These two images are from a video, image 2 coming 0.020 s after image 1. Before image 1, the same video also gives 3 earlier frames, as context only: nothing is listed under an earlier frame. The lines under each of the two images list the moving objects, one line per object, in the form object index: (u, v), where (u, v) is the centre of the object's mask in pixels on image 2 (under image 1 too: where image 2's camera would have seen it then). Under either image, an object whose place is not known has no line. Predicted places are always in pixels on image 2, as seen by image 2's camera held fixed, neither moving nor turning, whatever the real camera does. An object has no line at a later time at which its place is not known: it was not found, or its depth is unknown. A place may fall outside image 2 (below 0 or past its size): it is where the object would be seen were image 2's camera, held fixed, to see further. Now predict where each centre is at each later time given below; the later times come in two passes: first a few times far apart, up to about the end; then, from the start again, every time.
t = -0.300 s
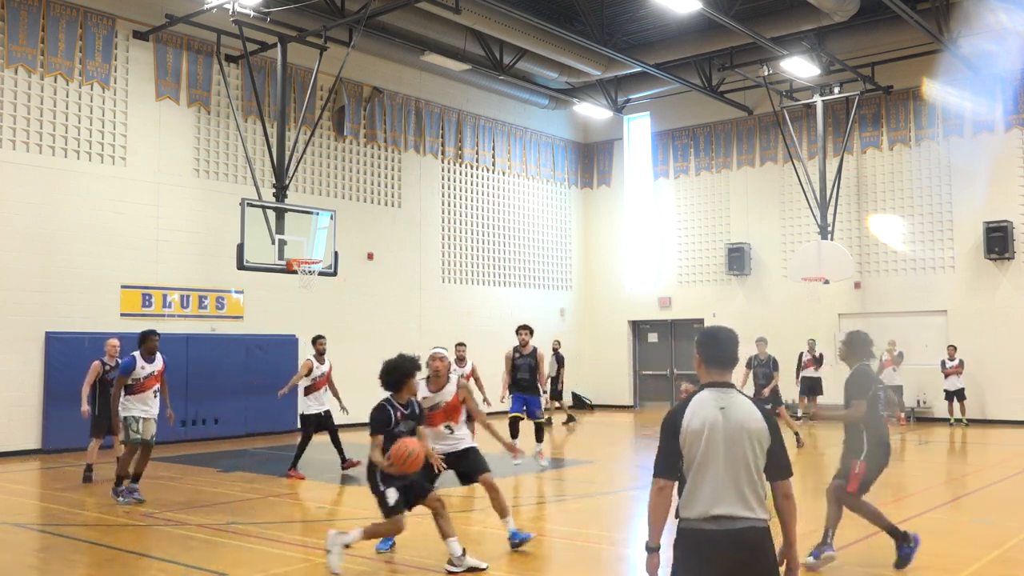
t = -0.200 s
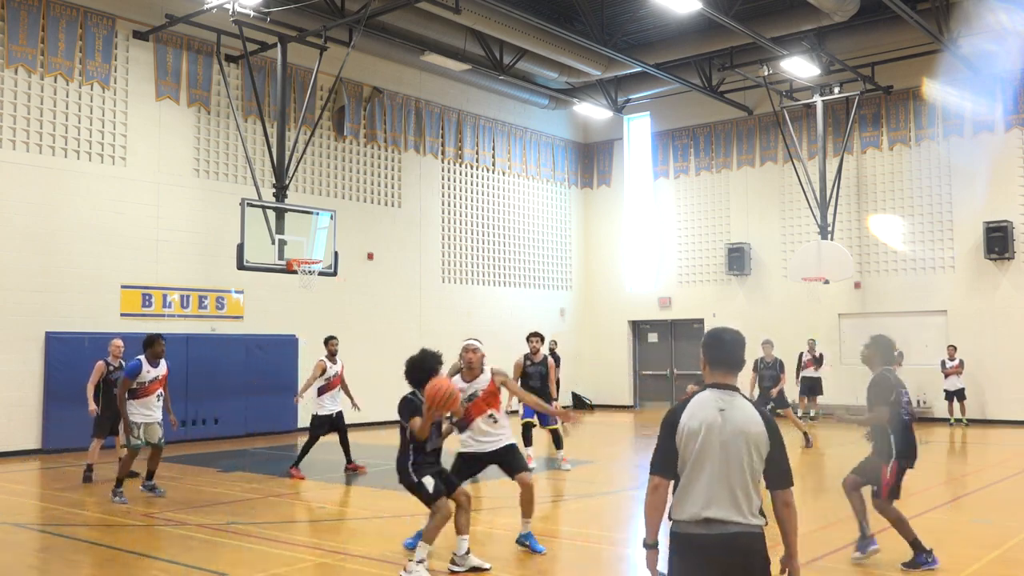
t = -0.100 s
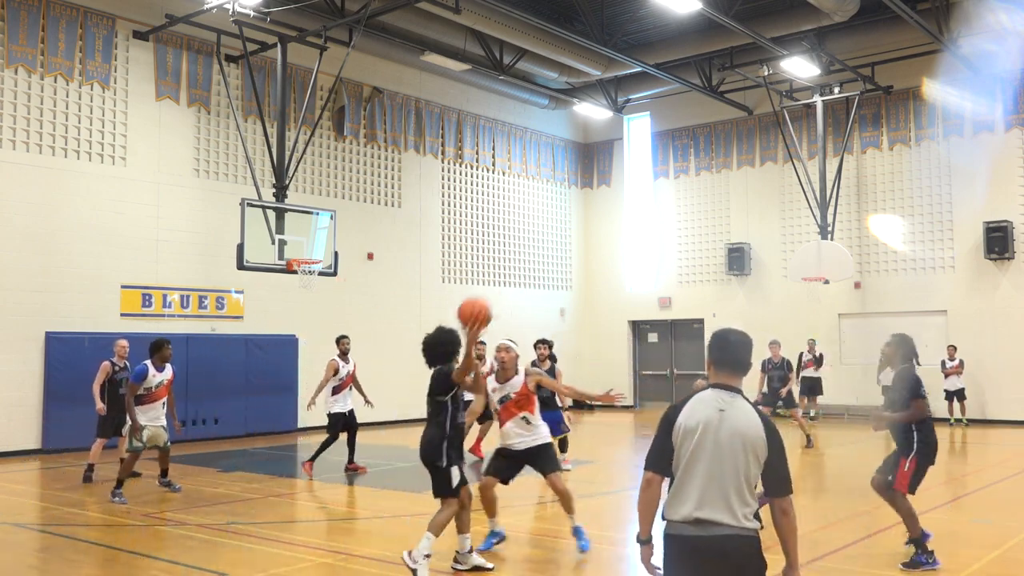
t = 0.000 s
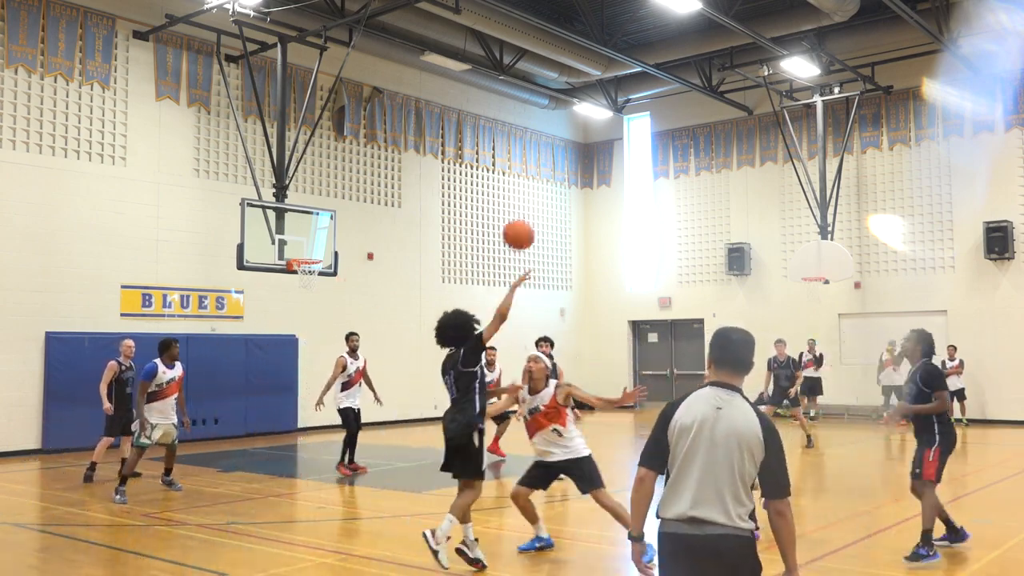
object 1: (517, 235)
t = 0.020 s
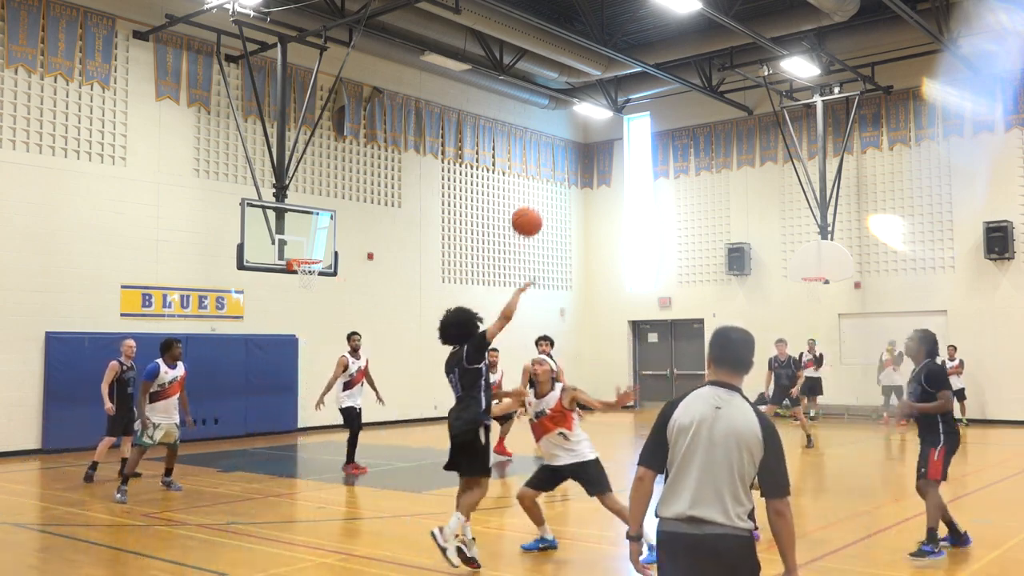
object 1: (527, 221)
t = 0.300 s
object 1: (615, 120)
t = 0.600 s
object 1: (677, 118)
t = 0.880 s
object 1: (717, 177)
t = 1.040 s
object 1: (736, 228)
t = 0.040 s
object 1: (534, 209)
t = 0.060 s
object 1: (541, 198)
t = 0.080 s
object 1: (549, 188)
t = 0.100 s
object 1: (556, 178)
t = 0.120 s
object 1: (564, 169)
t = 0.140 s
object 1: (570, 161)
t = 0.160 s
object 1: (576, 154)
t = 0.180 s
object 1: (583, 147)
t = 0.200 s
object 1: (588, 141)
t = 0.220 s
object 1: (594, 136)
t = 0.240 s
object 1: (599, 132)
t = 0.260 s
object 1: (604, 128)
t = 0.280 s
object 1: (610, 123)
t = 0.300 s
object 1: (615, 120)
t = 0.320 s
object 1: (620, 117)
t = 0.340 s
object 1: (625, 114)
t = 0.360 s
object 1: (629, 112)
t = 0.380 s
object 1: (634, 111)
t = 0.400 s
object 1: (639, 110)
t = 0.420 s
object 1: (643, 109)
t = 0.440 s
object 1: (647, 109)
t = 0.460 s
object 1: (652, 109)
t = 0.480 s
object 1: (656, 109)
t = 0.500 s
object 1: (659, 110)
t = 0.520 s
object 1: (663, 111)
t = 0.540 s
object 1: (666, 113)
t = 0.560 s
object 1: (670, 114)
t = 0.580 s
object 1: (673, 116)
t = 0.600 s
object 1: (677, 118)
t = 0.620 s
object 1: (680, 121)
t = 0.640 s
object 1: (683, 124)
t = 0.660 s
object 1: (687, 127)
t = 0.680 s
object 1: (690, 130)
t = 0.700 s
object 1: (693, 134)
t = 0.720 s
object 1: (696, 138)
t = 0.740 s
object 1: (699, 142)
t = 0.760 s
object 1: (702, 146)
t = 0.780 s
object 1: (704, 151)
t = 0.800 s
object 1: (707, 156)
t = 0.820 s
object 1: (709, 161)
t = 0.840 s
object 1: (712, 166)
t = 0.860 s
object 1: (714, 171)
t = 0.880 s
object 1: (717, 177)
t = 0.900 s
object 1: (720, 182)
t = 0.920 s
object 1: (722, 189)
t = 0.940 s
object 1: (725, 195)
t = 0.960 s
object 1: (727, 201)
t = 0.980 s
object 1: (730, 208)
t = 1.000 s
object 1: (732, 214)
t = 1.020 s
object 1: (734, 221)
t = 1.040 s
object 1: (736, 228)
